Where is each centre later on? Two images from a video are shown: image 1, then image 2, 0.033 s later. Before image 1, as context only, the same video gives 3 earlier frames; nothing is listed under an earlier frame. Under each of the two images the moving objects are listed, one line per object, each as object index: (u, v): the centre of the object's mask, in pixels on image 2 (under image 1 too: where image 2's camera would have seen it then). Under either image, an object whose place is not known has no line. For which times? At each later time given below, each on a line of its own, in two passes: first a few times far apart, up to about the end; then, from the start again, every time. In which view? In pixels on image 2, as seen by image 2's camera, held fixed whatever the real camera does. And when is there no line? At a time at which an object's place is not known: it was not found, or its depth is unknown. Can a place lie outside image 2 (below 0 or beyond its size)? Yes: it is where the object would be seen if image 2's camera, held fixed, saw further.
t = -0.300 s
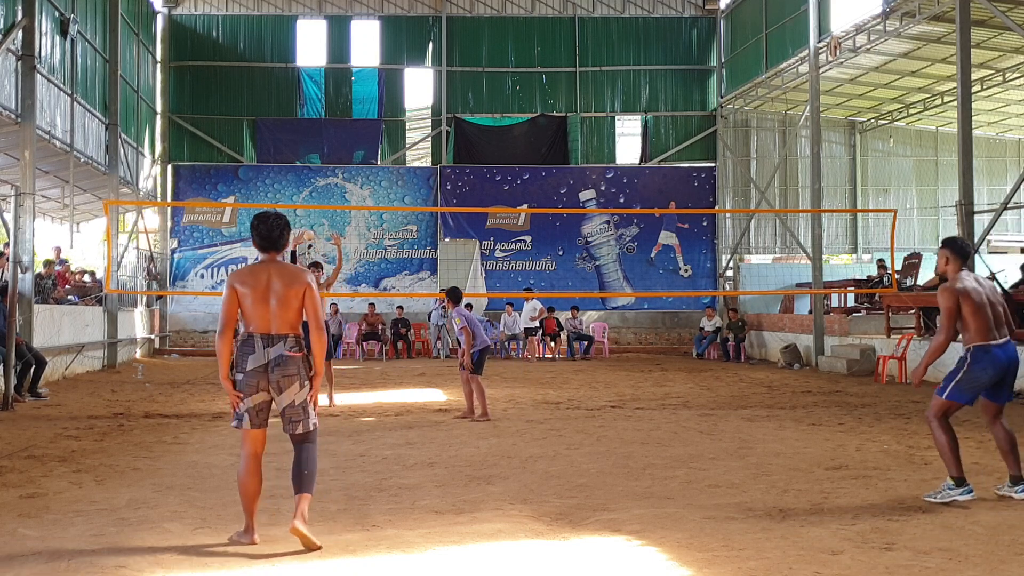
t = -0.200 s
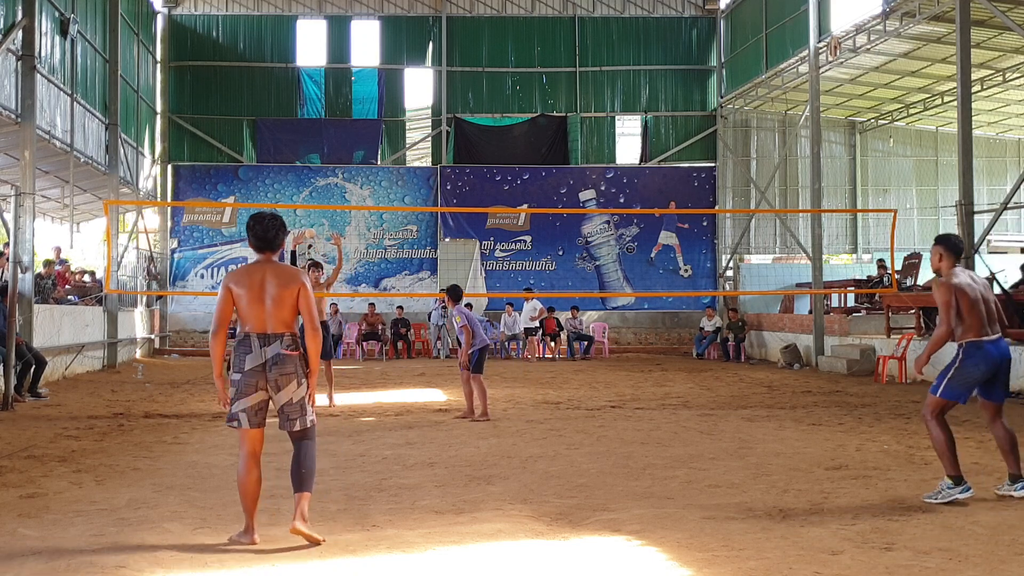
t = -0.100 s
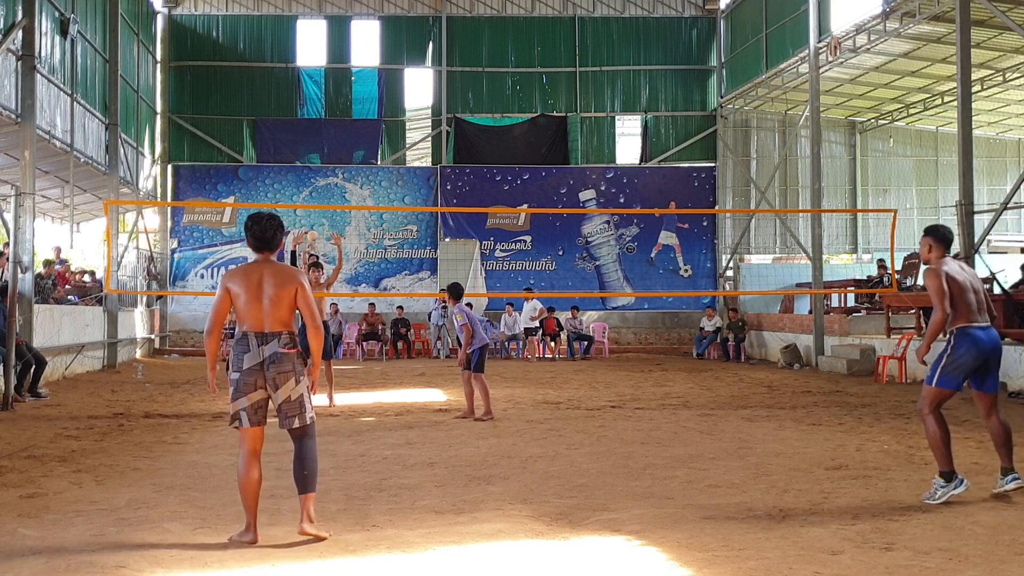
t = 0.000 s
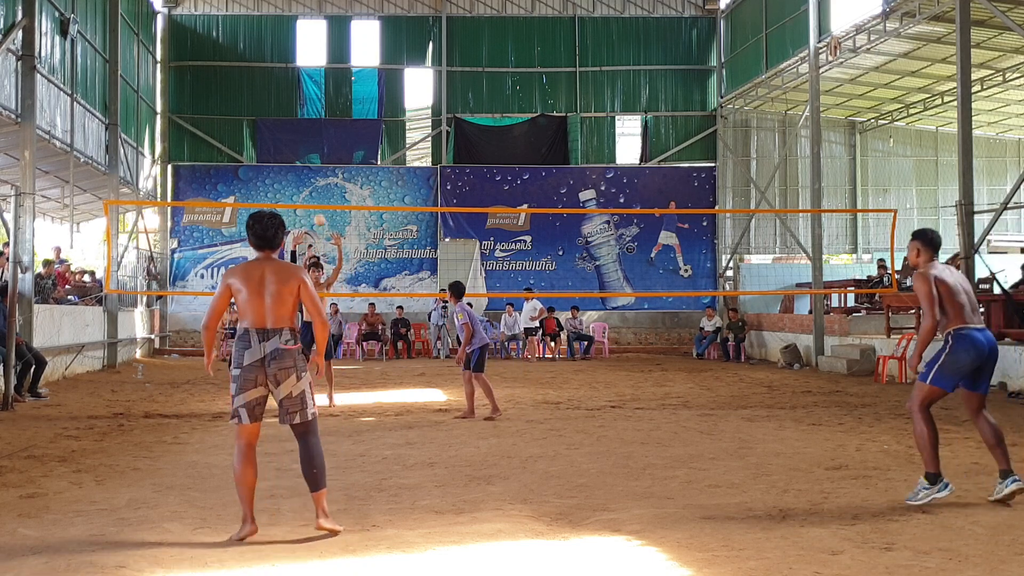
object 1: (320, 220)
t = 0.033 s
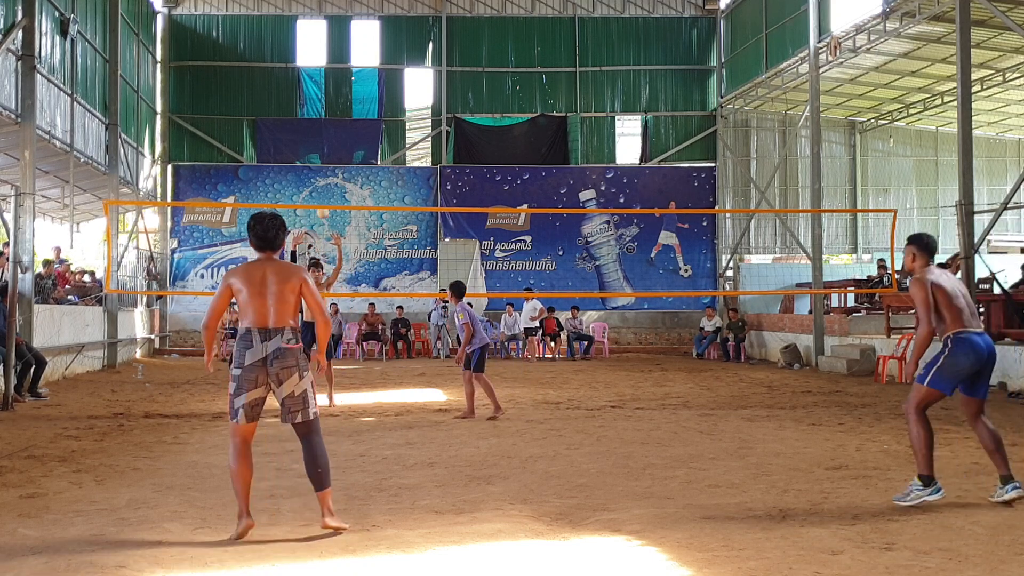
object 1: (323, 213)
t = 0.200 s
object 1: (341, 177)
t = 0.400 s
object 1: (375, 149)
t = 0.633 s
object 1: (442, 154)
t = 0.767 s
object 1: (502, 186)
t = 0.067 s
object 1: (326, 202)
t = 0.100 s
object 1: (329, 198)
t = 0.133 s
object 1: (333, 191)
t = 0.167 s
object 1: (337, 184)
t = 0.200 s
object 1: (341, 177)
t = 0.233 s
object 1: (346, 171)
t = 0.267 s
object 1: (350, 165)
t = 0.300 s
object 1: (356, 160)
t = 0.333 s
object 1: (362, 156)
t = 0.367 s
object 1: (368, 152)
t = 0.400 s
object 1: (375, 149)
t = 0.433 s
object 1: (382, 147)
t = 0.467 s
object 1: (390, 146)
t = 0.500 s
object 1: (398, 146)
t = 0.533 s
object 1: (408, 146)
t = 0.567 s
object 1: (418, 148)
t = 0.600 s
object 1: (431, 150)
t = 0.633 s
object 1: (442, 154)
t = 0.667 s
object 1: (455, 159)
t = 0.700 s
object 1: (469, 166)
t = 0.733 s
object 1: (484, 175)
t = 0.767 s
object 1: (502, 186)
